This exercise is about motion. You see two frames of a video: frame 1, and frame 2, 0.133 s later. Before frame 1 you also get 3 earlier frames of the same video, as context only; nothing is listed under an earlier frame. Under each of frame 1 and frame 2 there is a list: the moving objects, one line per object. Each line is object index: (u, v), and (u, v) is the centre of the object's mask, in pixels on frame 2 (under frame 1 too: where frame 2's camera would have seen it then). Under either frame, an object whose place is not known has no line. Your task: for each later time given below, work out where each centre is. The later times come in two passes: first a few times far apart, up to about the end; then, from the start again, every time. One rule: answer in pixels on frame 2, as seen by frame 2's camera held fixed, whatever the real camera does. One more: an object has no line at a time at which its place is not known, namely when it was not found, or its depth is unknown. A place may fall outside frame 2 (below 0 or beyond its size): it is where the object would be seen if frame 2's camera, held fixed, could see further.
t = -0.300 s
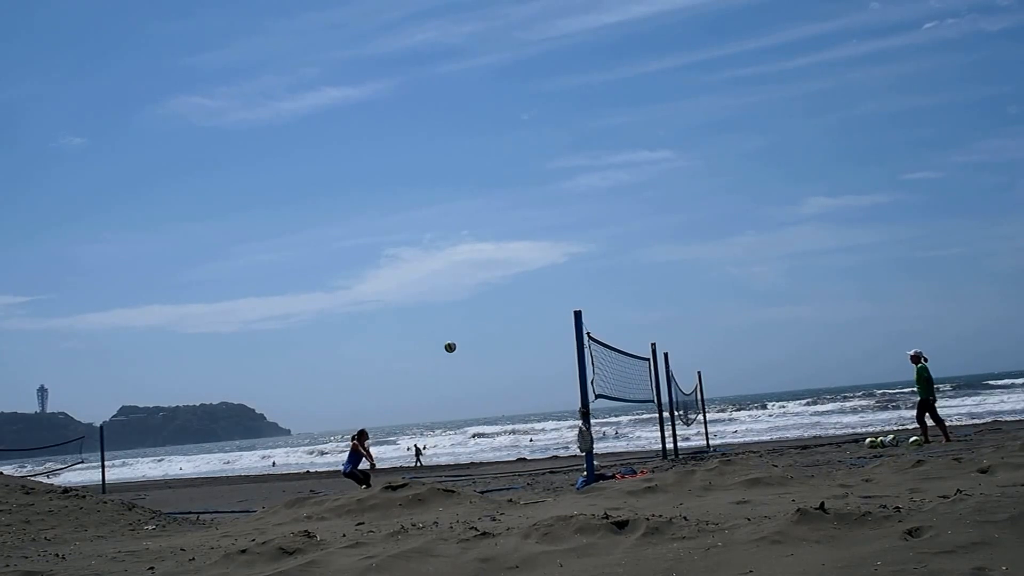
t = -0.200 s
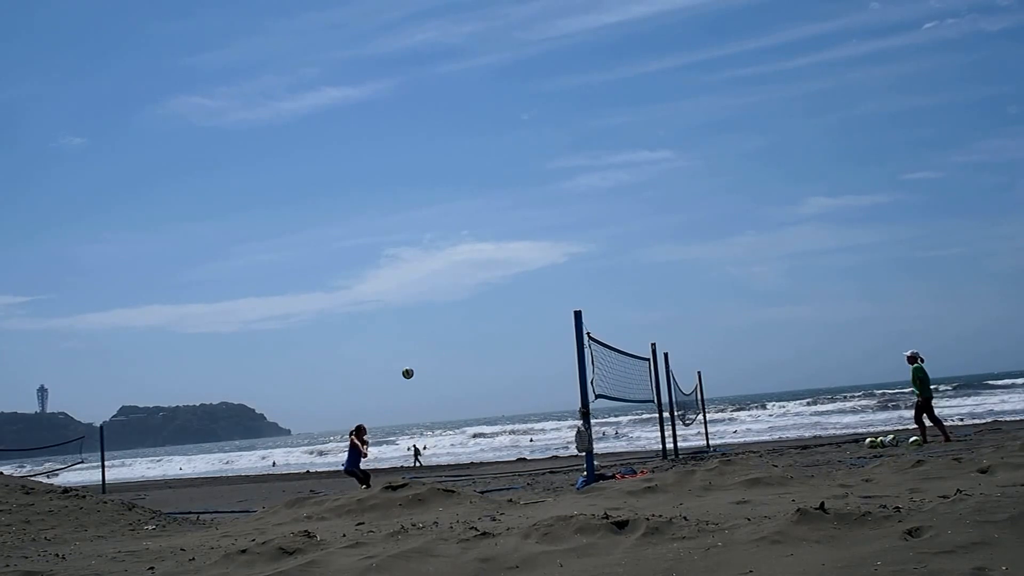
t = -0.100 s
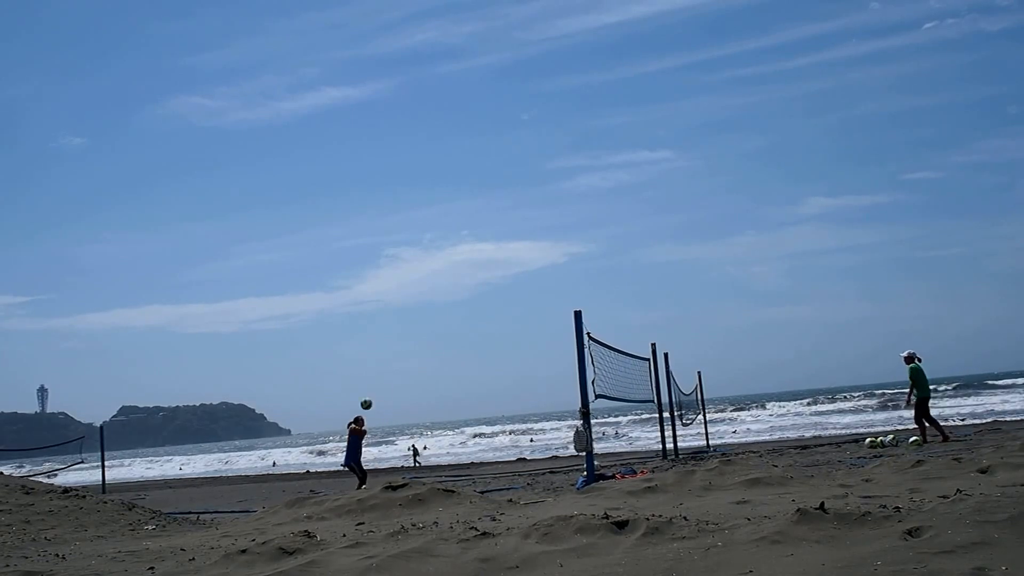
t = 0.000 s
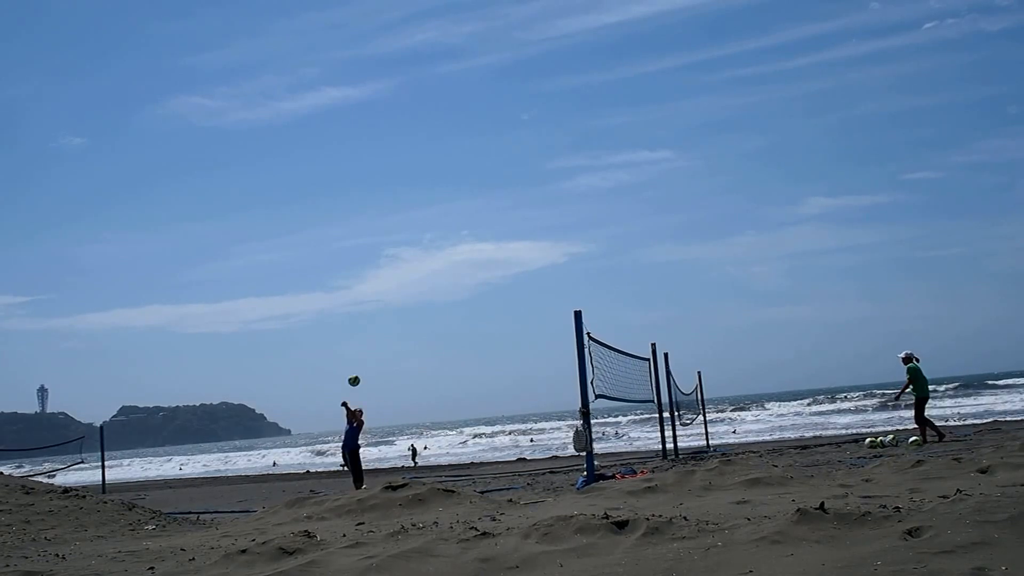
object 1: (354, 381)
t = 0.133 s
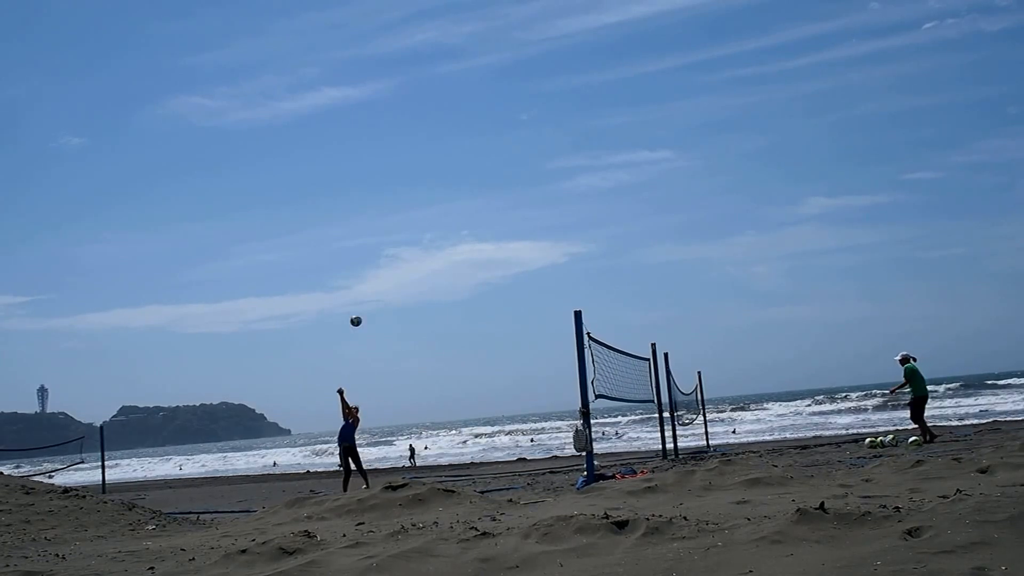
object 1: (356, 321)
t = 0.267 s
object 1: (357, 274)
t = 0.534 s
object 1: (359, 214)
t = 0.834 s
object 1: (358, 194)
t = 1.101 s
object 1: (359, 211)
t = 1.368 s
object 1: (360, 258)
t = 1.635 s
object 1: (361, 334)
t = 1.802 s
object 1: (363, 396)
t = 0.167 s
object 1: (356, 308)
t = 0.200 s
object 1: (356, 296)
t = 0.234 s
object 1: (357, 284)
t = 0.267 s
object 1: (357, 274)
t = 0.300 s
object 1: (357, 264)
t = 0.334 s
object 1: (358, 255)
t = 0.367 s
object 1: (358, 246)
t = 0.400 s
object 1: (358, 238)
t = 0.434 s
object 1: (358, 232)
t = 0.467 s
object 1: (359, 225)
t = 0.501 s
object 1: (359, 219)
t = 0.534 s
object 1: (359, 214)
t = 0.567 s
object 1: (359, 209)
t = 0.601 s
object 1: (359, 205)
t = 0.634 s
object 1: (359, 202)
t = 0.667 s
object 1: (358, 199)
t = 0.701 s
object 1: (359, 197)
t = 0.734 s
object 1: (358, 195)
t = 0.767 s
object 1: (358, 194)
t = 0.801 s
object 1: (358, 194)
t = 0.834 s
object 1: (358, 194)
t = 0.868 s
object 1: (358, 194)
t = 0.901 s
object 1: (358, 195)
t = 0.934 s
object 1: (358, 196)
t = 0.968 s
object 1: (358, 198)
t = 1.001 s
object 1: (359, 201)
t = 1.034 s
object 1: (359, 203)
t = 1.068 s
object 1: (359, 207)
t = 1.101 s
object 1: (359, 211)
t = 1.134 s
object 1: (359, 216)
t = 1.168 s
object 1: (359, 221)
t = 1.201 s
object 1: (360, 226)
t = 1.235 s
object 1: (360, 232)
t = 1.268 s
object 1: (360, 238)
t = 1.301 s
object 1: (360, 244)
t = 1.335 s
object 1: (360, 251)
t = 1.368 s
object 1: (360, 258)
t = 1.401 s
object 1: (360, 266)
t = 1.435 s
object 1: (360, 274)
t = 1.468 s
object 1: (360, 284)
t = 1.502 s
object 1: (360, 293)
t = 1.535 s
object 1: (361, 303)
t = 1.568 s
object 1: (361, 313)
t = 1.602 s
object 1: (361, 323)
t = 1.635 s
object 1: (361, 334)
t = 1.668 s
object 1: (361, 346)
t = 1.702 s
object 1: (362, 358)
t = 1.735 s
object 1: (362, 370)
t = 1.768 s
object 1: (362, 383)
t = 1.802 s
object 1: (363, 396)
